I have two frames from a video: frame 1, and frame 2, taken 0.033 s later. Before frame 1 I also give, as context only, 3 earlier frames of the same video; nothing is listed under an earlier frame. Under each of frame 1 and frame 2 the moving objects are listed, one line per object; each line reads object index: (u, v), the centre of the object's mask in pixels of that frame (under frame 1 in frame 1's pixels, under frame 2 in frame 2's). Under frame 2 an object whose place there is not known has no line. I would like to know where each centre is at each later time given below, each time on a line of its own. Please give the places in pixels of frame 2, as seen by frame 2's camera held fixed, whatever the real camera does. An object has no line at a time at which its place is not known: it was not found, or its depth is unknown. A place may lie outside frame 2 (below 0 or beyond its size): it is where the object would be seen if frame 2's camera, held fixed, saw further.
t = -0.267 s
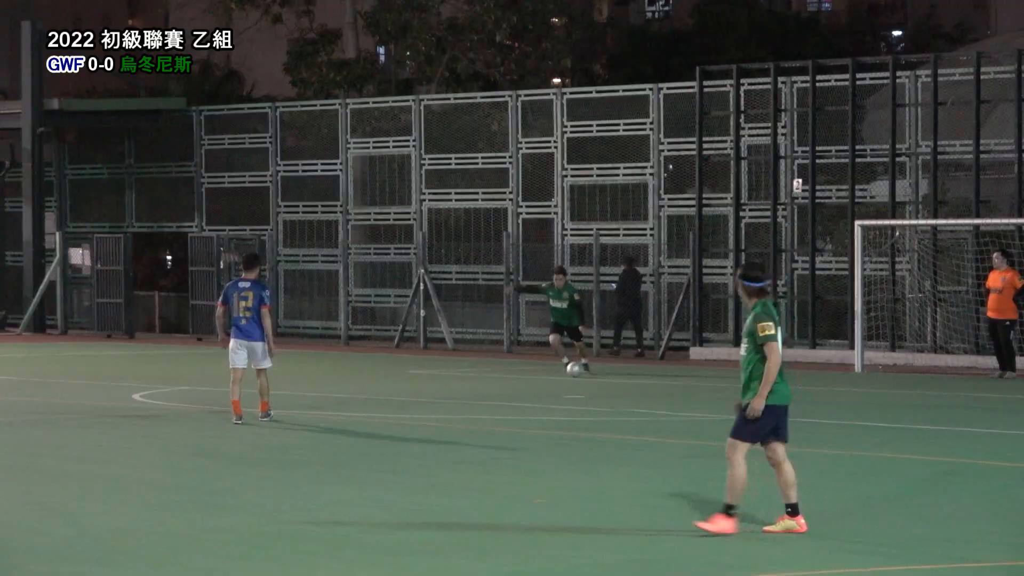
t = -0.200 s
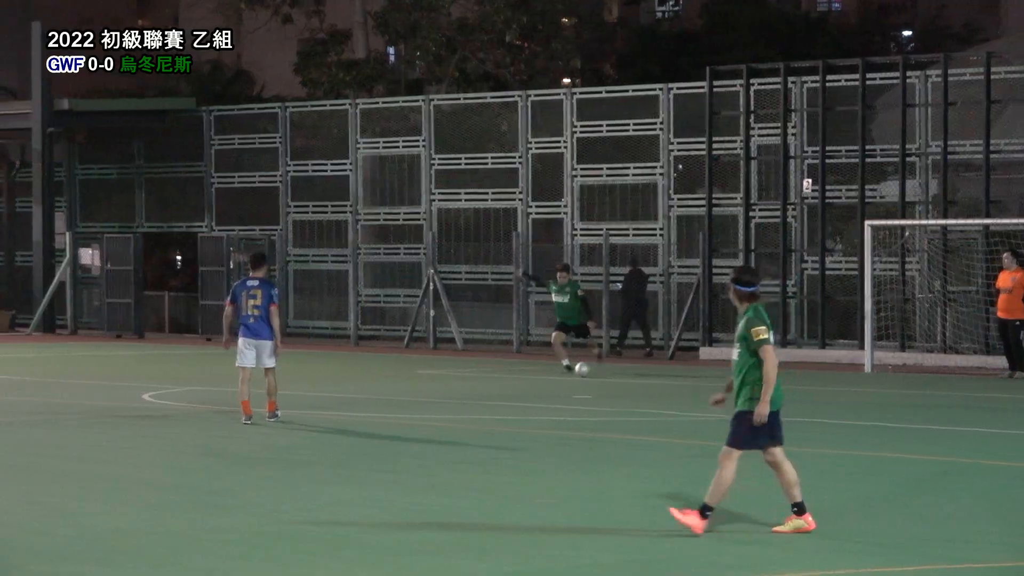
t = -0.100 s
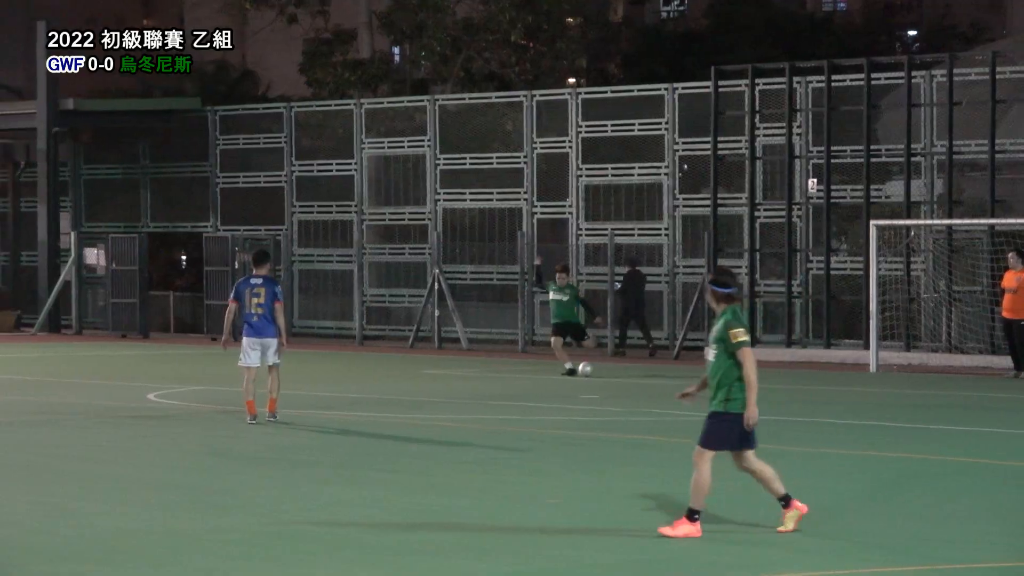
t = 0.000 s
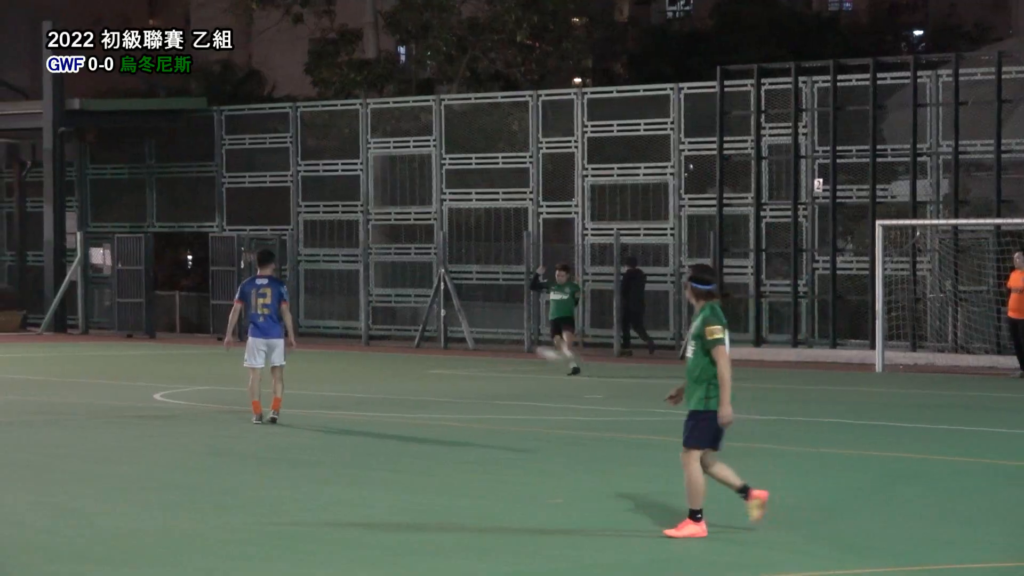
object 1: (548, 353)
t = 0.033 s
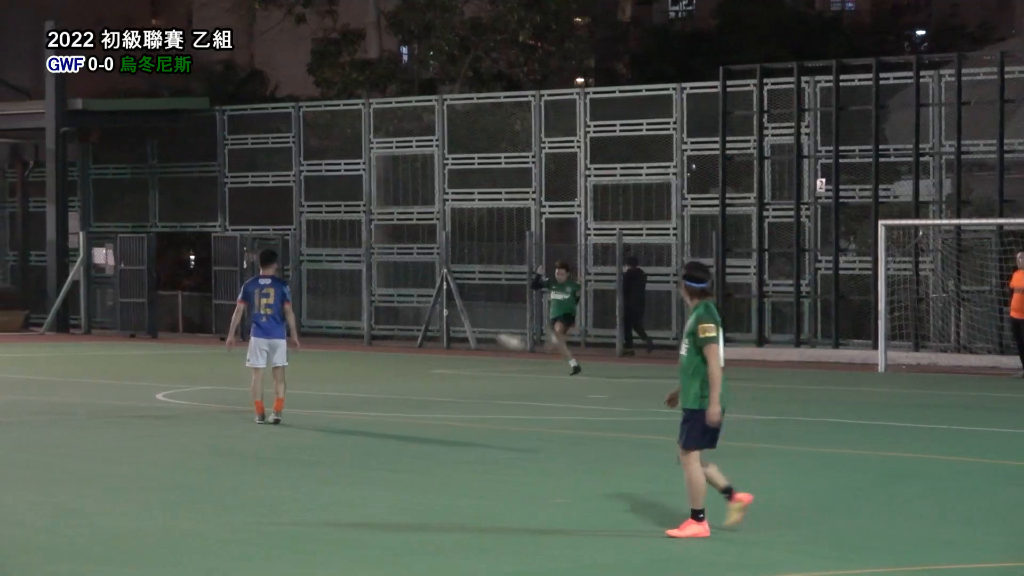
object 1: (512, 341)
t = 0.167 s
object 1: (339, 298)
